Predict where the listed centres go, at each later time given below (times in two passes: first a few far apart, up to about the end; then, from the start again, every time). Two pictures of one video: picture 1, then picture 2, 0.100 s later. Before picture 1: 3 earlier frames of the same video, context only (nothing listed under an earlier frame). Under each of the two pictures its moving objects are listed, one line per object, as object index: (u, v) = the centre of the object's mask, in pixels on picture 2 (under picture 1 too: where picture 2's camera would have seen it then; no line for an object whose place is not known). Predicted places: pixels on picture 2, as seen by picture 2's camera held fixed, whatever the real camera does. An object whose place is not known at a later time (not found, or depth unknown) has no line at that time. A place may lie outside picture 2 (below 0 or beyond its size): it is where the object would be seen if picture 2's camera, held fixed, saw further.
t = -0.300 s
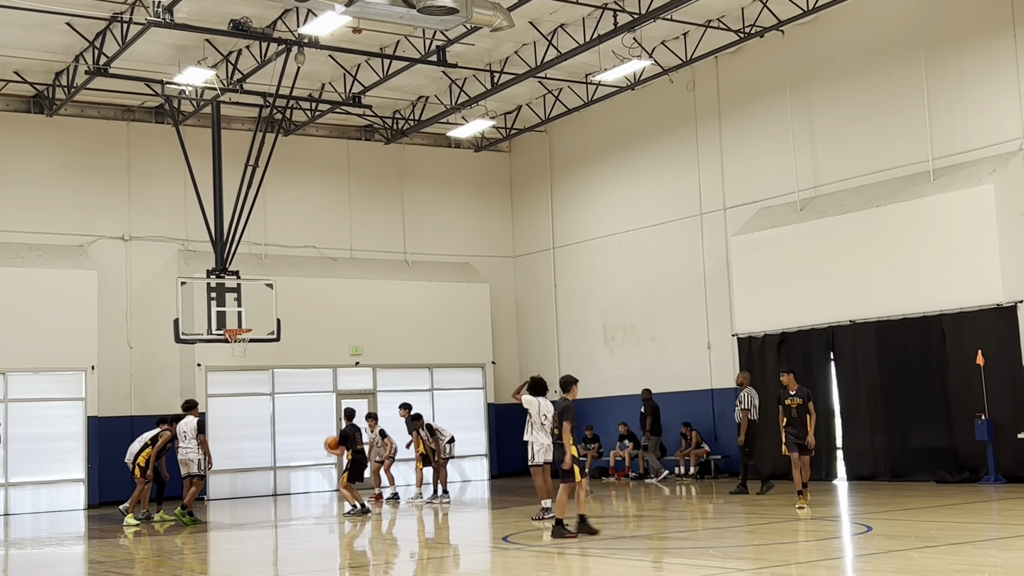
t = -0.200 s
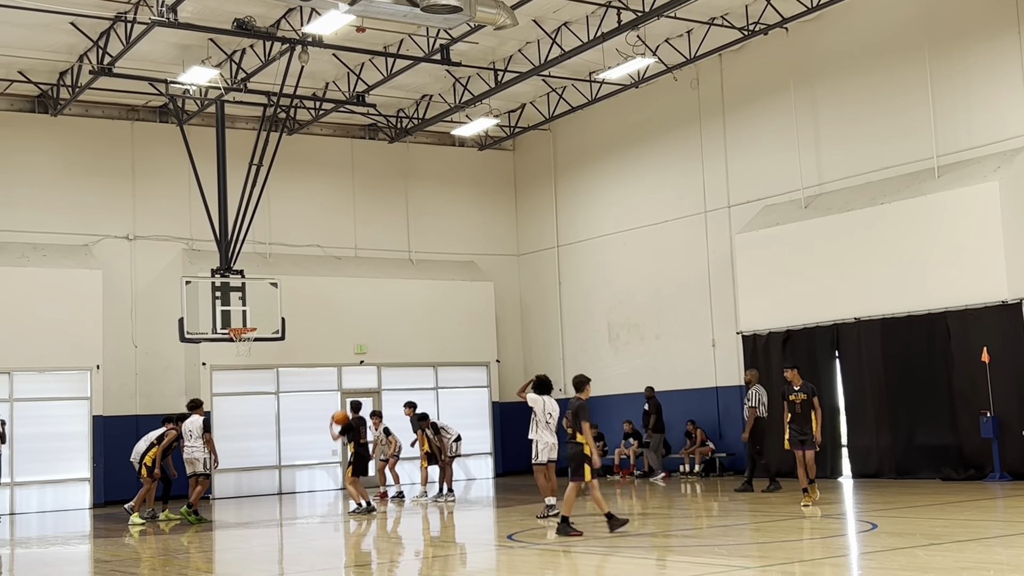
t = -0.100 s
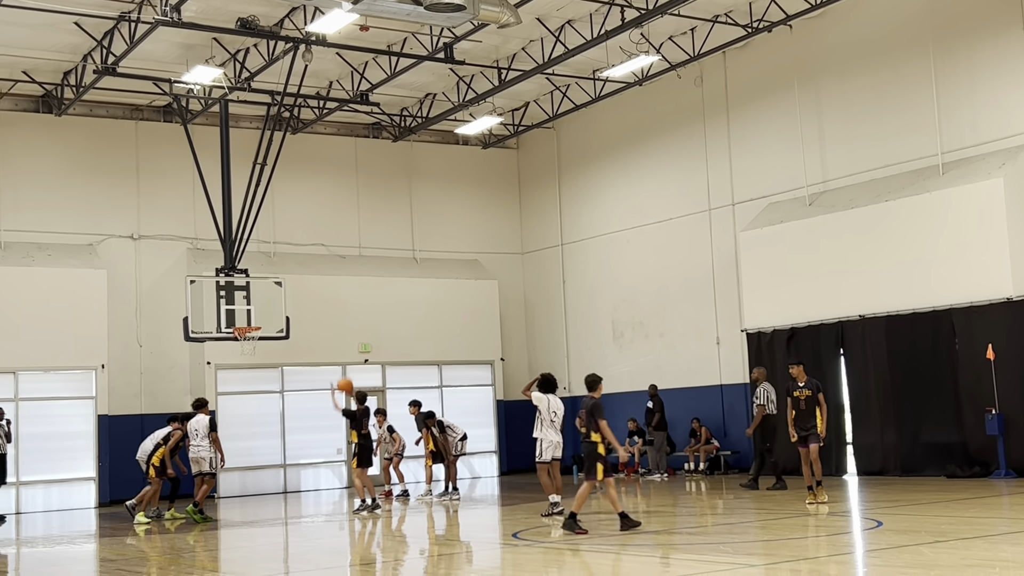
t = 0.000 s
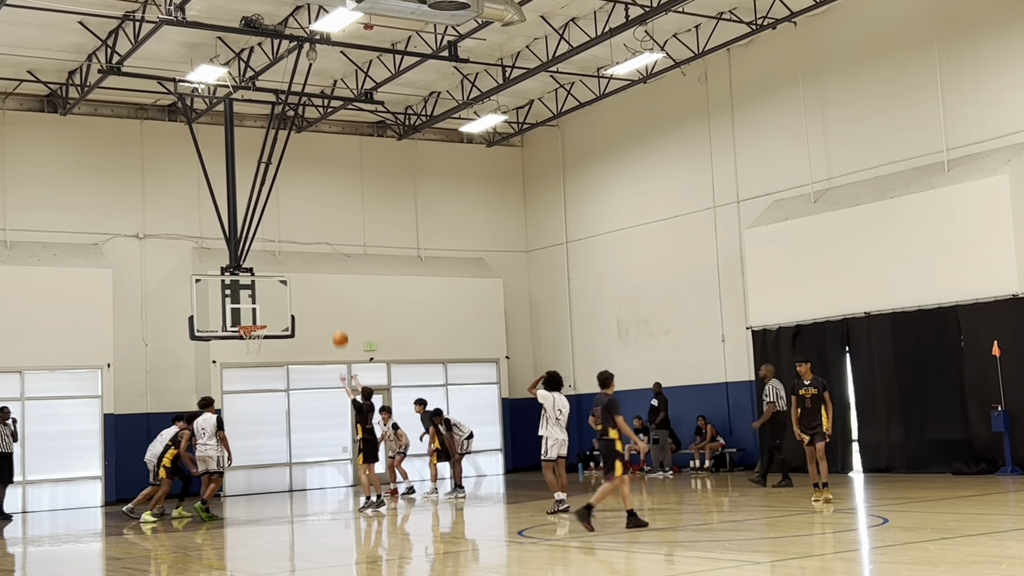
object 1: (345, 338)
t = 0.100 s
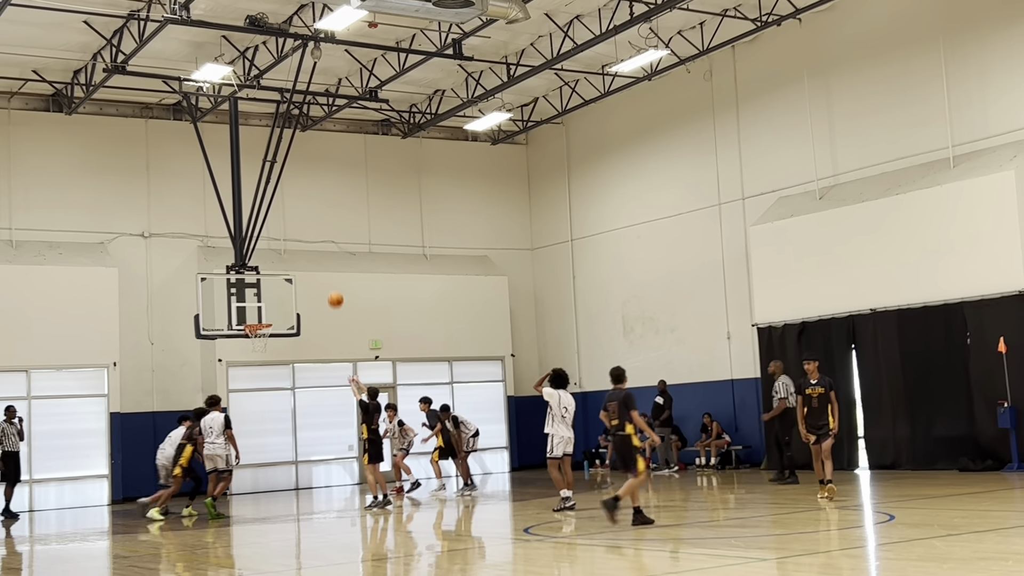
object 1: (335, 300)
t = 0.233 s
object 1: (323, 261)
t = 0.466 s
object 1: (304, 225)
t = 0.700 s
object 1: (287, 222)
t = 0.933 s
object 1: (274, 251)
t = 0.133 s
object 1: (332, 290)
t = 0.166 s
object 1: (329, 279)
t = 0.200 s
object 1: (326, 270)
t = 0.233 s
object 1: (323, 261)
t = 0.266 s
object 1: (320, 254)
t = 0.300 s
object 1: (317, 247)
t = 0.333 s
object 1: (314, 241)
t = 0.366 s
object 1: (311, 236)
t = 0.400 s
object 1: (309, 232)
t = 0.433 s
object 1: (306, 228)
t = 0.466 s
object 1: (304, 225)
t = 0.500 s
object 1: (301, 222)
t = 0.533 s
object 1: (299, 221)
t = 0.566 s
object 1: (296, 220)
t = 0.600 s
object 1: (294, 220)
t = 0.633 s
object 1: (292, 220)
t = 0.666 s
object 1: (289, 221)
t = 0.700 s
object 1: (287, 222)
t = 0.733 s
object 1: (285, 224)
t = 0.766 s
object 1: (283, 227)
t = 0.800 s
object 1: (281, 231)
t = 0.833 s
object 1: (279, 235)
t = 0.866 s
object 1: (277, 240)
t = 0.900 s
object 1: (275, 245)
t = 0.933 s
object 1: (274, 251)
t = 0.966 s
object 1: (271, 257)
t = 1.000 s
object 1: (270, 263)
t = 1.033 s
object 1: (268, 271)
